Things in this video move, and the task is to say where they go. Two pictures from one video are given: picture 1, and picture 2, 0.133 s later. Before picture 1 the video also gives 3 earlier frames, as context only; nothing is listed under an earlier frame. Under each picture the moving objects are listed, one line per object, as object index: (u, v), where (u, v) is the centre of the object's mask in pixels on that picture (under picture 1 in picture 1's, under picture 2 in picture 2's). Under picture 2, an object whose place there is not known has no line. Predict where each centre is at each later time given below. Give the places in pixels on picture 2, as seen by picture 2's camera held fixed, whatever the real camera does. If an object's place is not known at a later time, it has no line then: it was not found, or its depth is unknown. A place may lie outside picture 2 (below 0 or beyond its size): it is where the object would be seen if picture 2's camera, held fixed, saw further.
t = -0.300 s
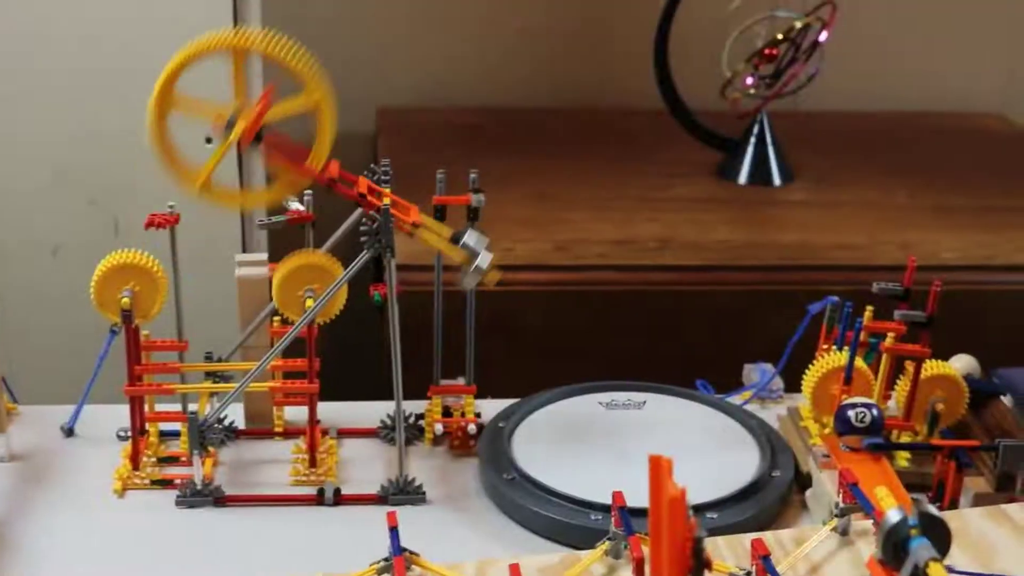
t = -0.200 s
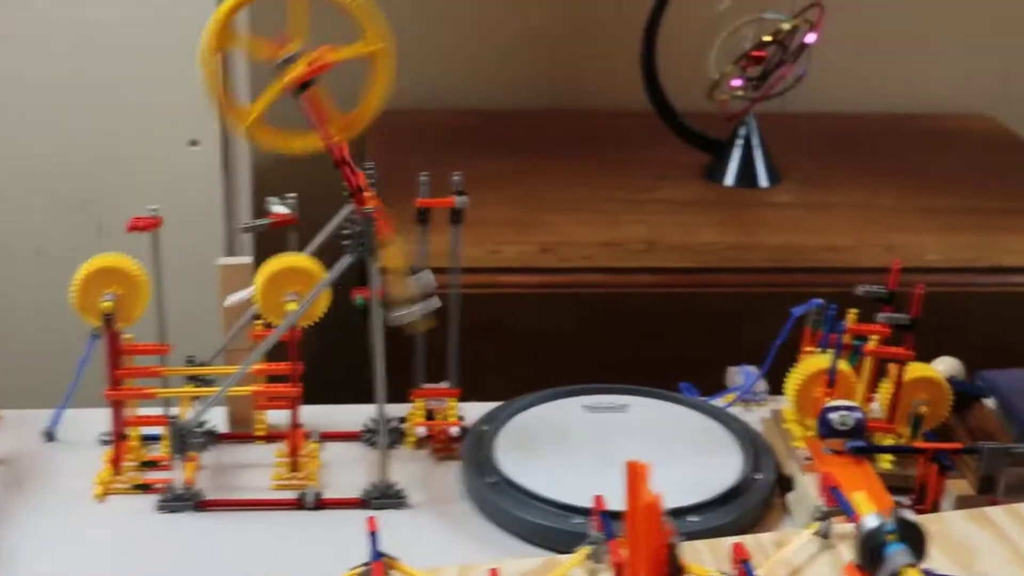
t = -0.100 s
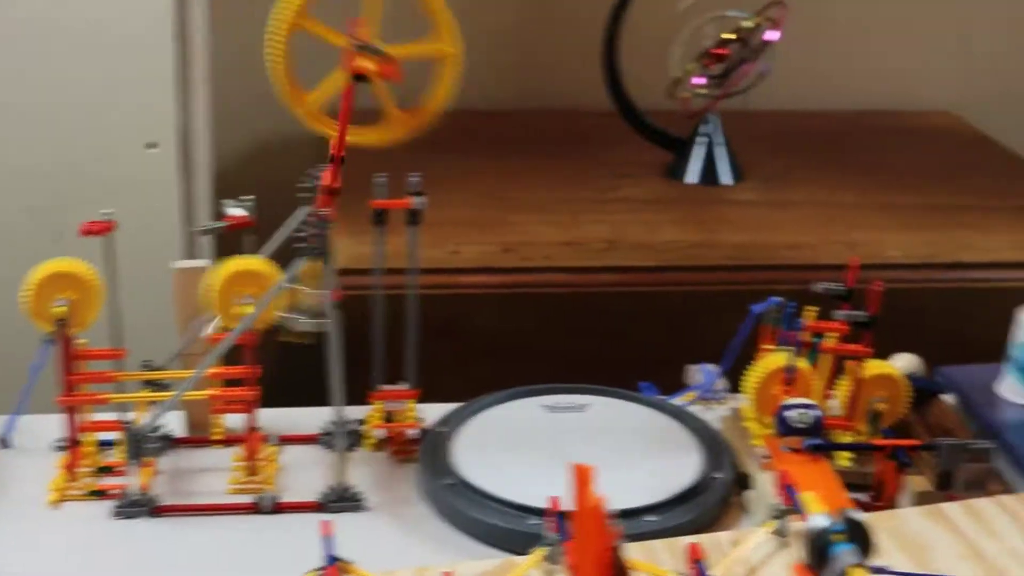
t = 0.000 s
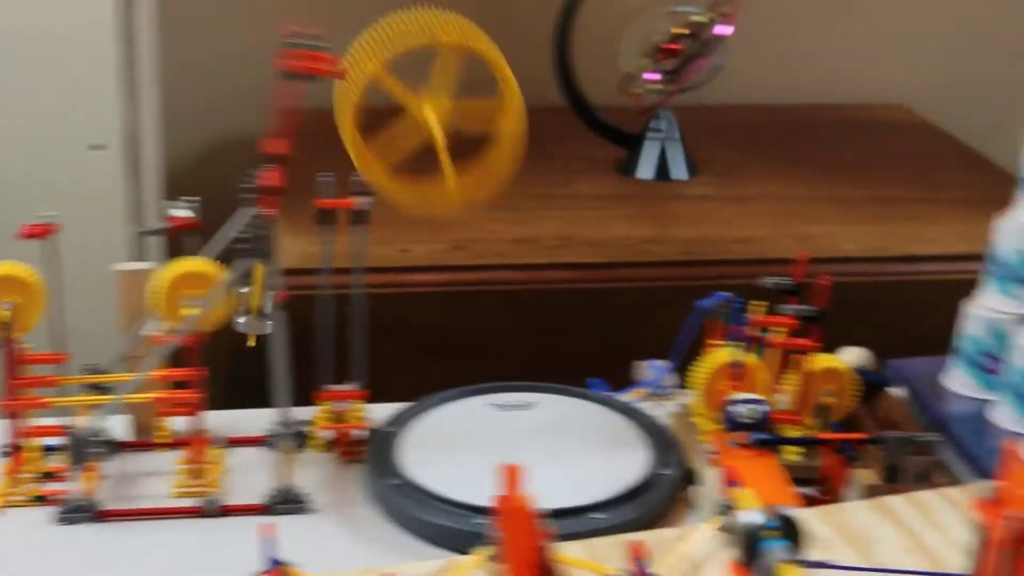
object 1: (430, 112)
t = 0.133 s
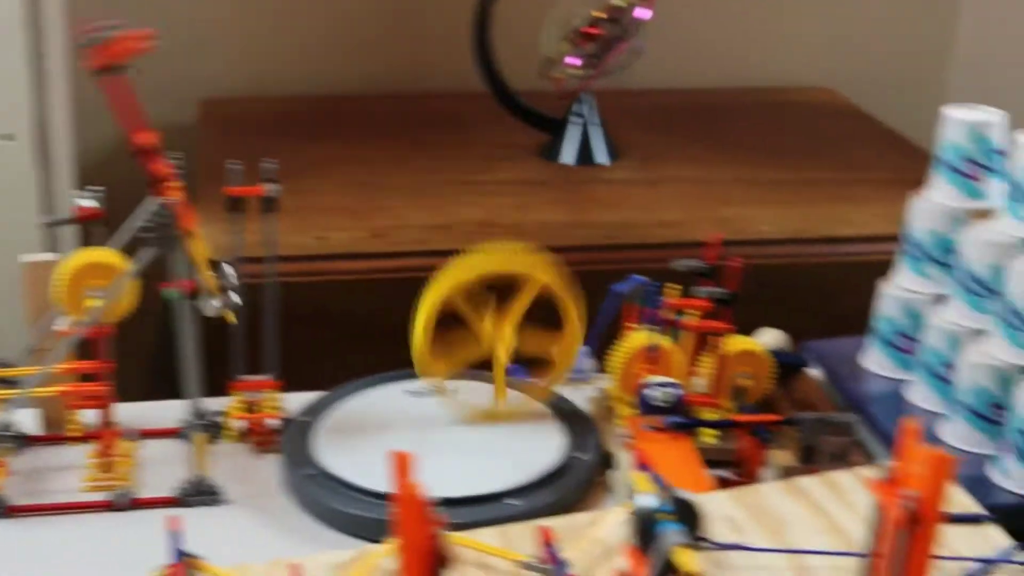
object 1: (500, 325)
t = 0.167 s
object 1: (524, 289)
